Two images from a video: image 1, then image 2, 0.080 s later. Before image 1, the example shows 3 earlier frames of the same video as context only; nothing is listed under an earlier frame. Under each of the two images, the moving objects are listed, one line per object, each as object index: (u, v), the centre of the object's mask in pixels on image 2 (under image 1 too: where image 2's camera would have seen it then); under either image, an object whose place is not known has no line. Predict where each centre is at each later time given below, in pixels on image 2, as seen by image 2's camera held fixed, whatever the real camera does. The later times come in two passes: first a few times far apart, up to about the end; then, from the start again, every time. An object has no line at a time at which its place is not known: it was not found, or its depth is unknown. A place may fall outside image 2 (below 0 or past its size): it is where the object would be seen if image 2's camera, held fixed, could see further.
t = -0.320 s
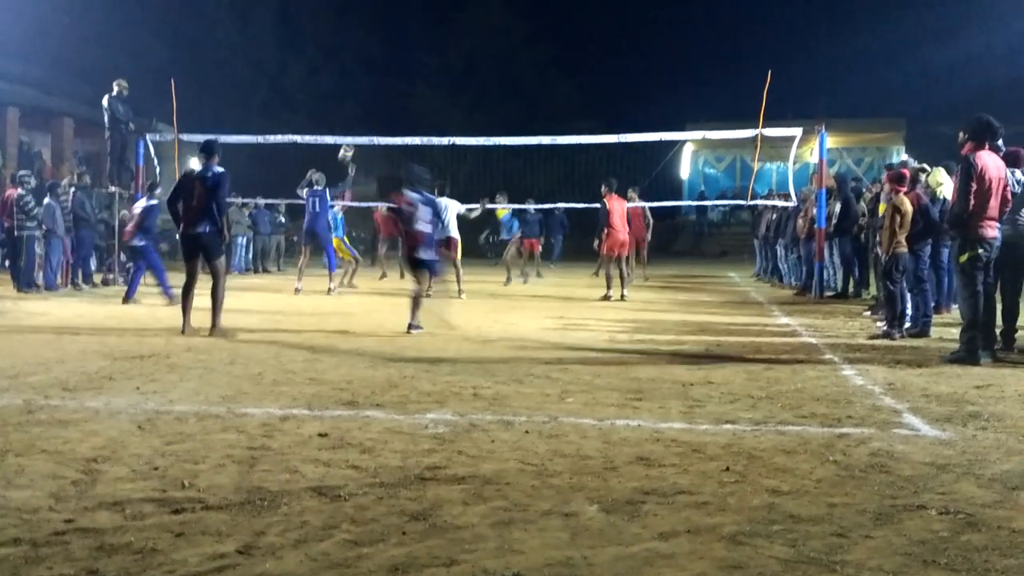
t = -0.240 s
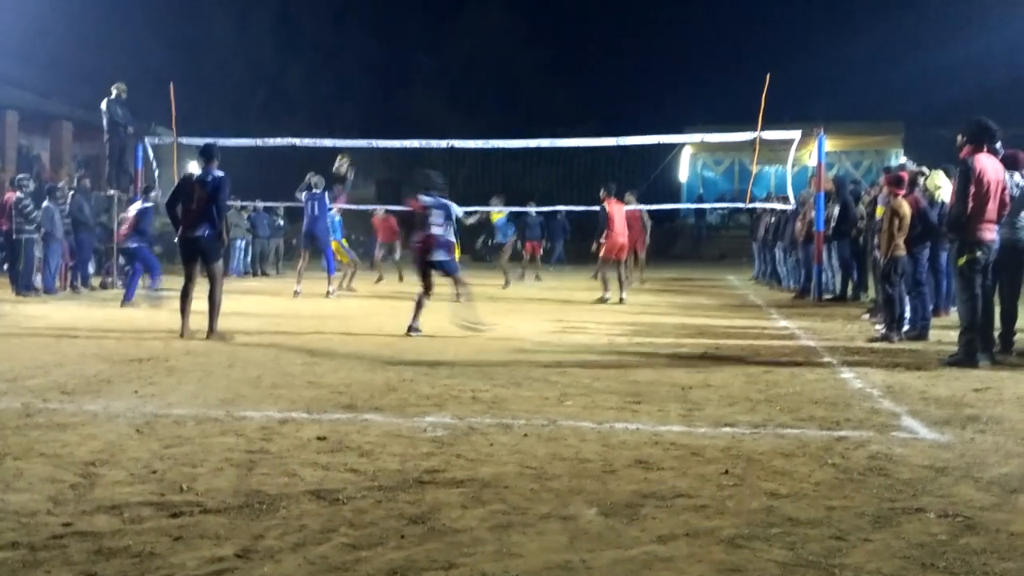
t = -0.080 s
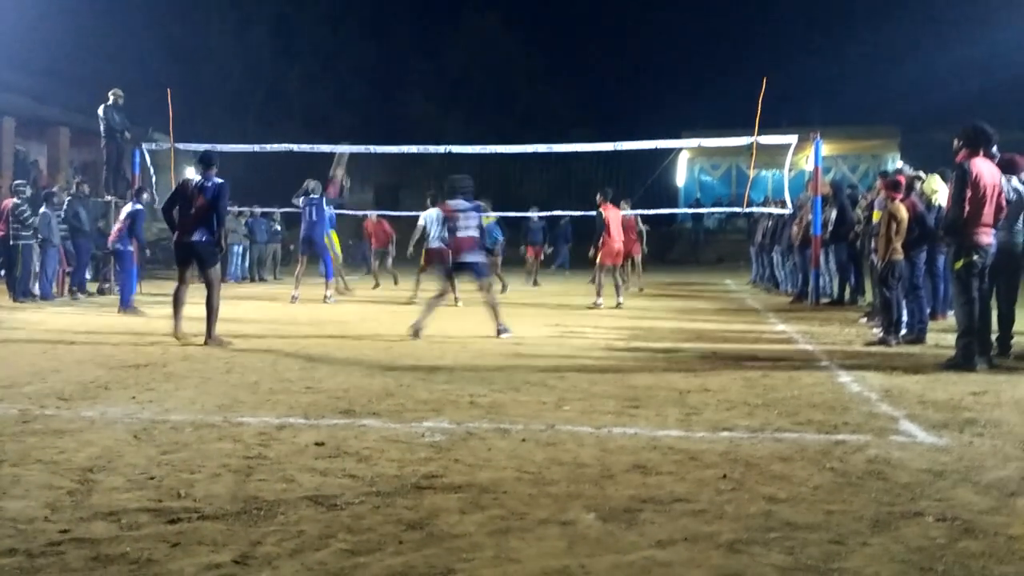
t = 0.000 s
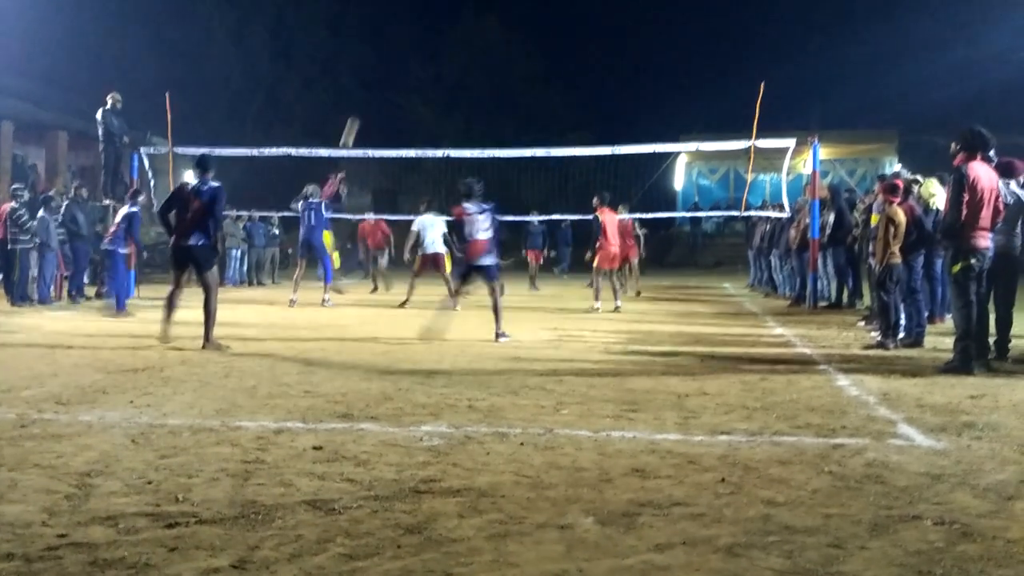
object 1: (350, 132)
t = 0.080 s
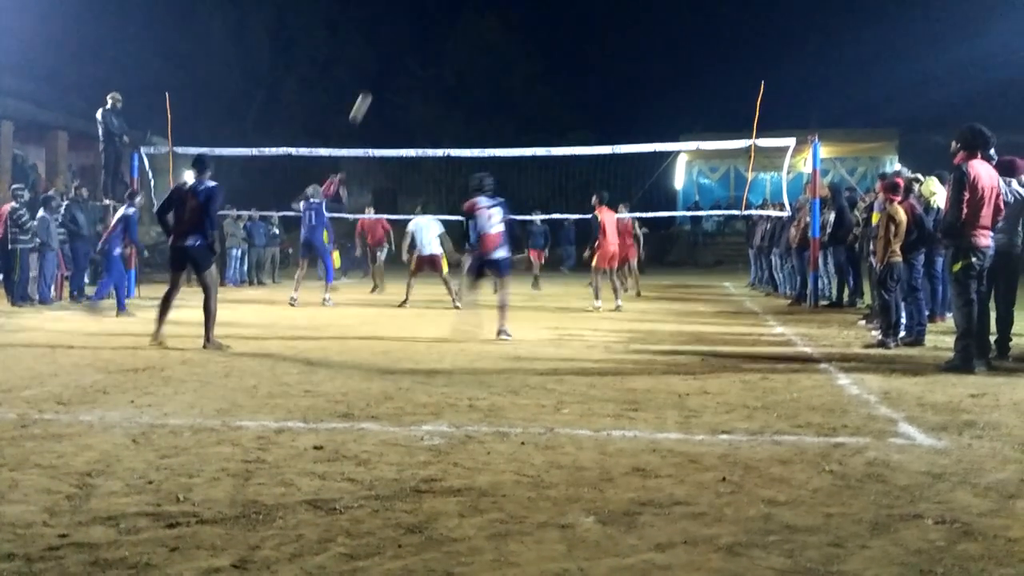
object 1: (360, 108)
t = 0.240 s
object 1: (383, 65)
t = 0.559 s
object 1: (429, 28)
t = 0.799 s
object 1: (464, 39)
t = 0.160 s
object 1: (371, 85)
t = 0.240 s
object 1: (383, 65)
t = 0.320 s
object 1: (395, 50)
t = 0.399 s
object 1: (406, 39)
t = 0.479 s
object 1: (418, 32)
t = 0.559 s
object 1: (429, 28)
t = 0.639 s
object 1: (441, 29)
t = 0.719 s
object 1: (452, 33)
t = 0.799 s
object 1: (464, 39)
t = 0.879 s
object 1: (474, 55)
